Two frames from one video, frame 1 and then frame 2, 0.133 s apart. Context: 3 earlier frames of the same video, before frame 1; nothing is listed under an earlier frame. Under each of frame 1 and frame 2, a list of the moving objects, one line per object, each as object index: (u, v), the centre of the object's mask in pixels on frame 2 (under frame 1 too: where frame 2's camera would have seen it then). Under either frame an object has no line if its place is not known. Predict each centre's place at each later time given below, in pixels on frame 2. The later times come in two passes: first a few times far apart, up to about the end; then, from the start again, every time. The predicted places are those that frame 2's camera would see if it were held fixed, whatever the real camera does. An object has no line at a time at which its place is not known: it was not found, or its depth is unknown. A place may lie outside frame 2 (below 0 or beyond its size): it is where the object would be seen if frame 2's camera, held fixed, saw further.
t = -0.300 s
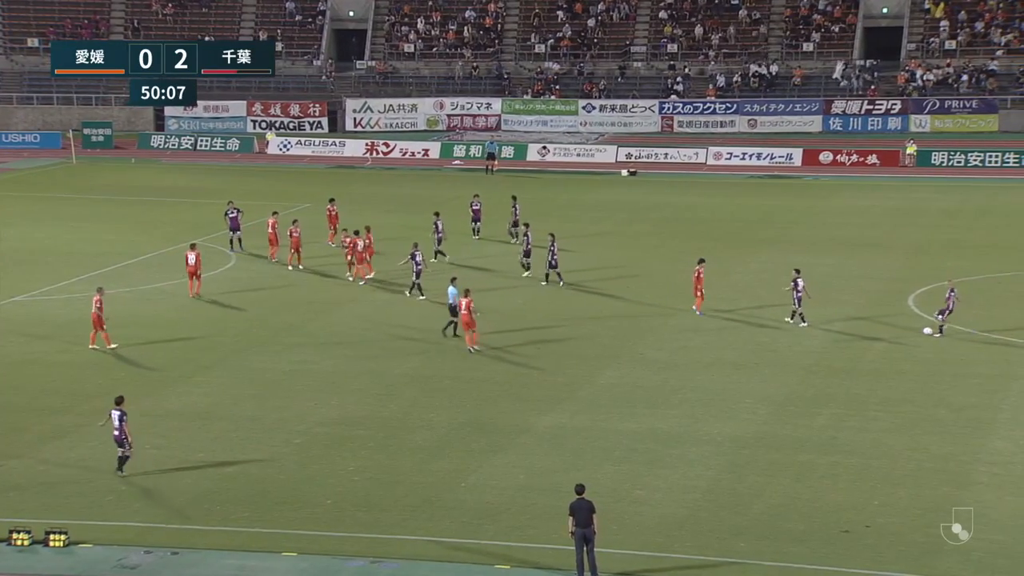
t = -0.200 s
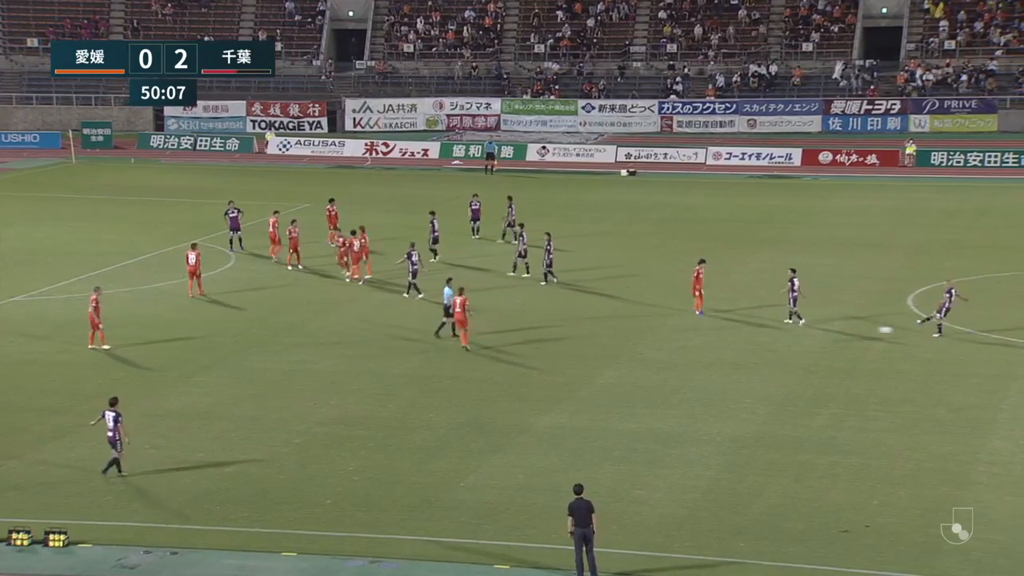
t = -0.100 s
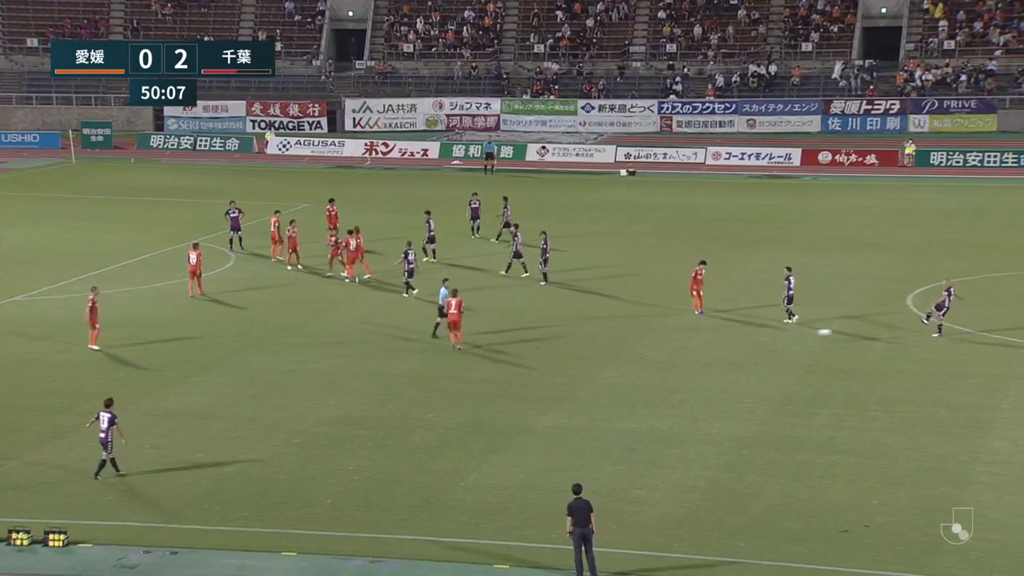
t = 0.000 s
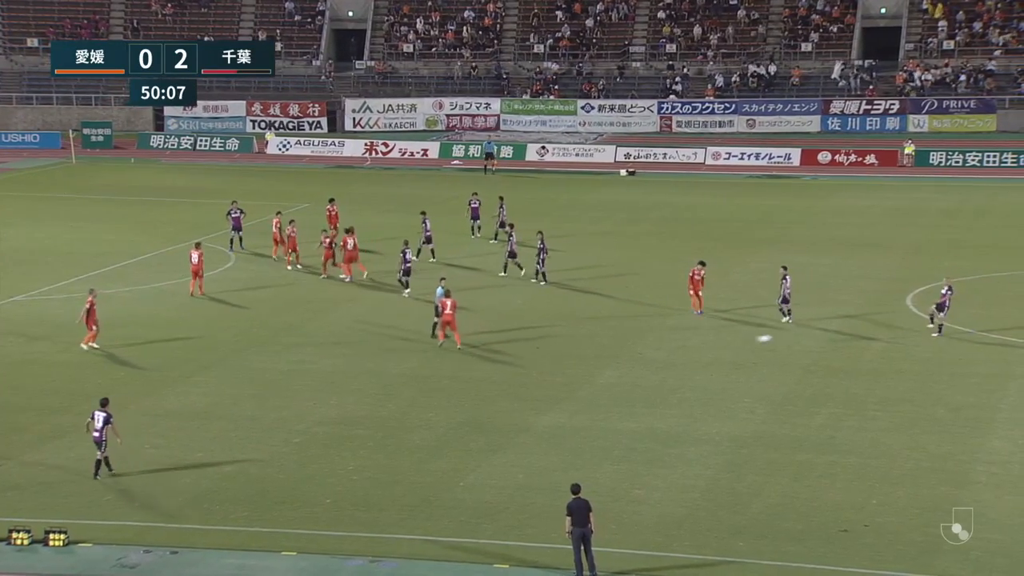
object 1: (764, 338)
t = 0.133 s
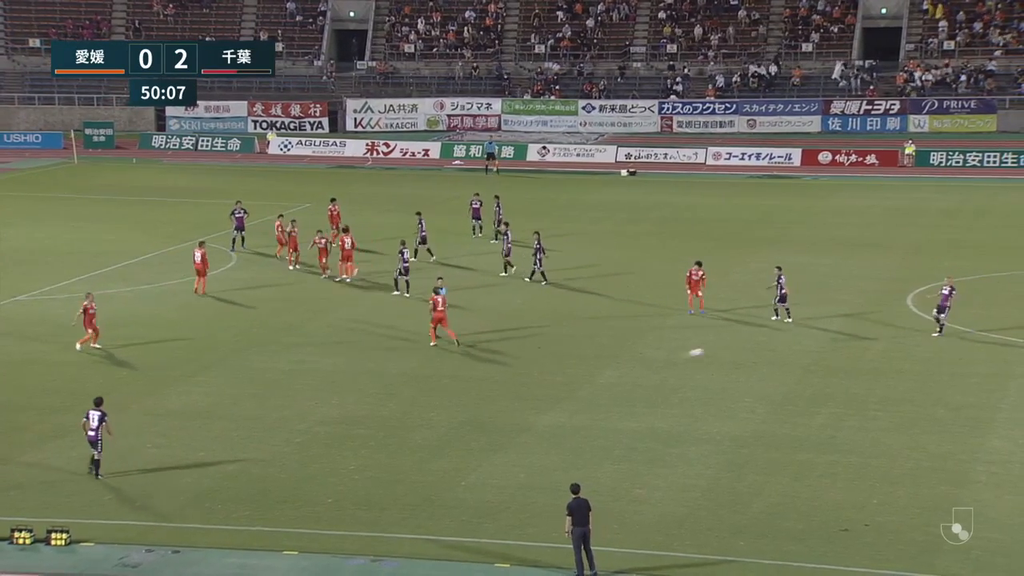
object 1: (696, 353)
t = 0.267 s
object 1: (621, 358)
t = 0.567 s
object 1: (482, 378)
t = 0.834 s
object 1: (369, 400)
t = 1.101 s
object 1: (267, 417)
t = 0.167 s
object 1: (673, 357)
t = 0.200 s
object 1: (652, 357)
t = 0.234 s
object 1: (641, 357)
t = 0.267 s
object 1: (621, 358)
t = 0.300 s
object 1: (600, 361)
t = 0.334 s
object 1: (590, 362)
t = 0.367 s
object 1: (570, 365)
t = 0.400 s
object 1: (554, 369)
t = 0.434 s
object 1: (544, 372)
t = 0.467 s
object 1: (526, 377)
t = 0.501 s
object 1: (509, 378)
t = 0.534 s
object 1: (499, 377)
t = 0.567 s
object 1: (482, 378)
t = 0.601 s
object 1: (468, 379)
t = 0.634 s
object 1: (453, 380)
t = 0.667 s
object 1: (438, 382)
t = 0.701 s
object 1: (422, 386)
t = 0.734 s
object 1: (411, 388)
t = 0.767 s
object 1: (396, 392)
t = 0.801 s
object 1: (381, 397)
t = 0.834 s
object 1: (369, 400)
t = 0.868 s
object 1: (355, 400)
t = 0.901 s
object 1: (341, 401)
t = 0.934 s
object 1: (331, 402)
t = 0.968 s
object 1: (318, 404)
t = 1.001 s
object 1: (305, 407)
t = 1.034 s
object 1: (293, 409)
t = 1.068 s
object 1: (280, 413)
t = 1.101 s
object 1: (267, 417)
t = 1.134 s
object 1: (257, 417)
